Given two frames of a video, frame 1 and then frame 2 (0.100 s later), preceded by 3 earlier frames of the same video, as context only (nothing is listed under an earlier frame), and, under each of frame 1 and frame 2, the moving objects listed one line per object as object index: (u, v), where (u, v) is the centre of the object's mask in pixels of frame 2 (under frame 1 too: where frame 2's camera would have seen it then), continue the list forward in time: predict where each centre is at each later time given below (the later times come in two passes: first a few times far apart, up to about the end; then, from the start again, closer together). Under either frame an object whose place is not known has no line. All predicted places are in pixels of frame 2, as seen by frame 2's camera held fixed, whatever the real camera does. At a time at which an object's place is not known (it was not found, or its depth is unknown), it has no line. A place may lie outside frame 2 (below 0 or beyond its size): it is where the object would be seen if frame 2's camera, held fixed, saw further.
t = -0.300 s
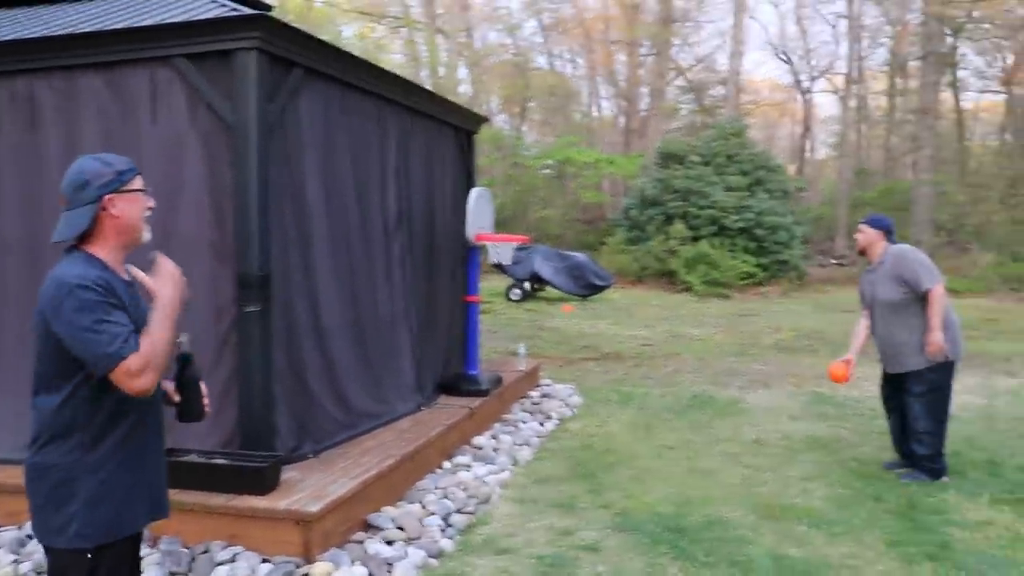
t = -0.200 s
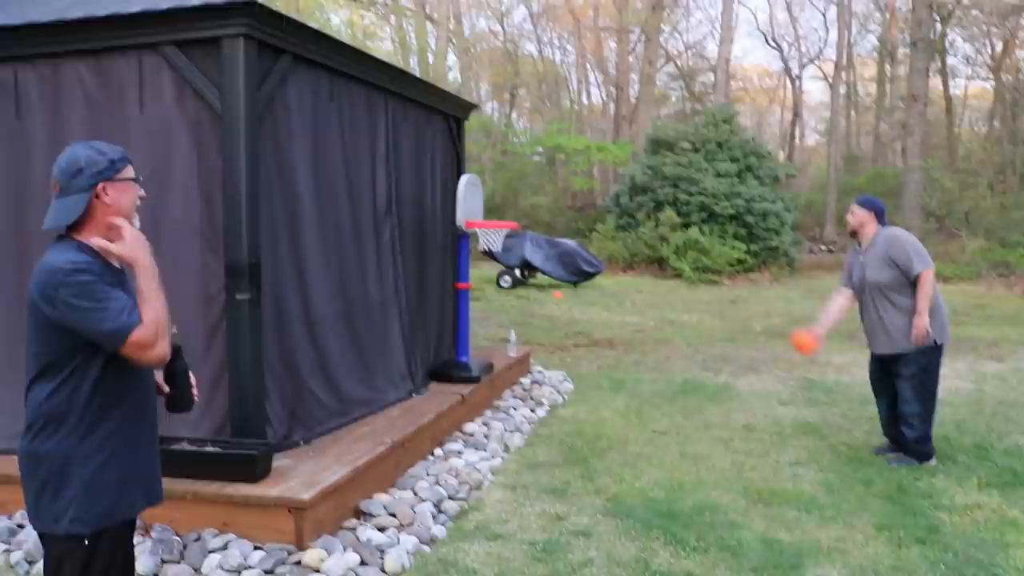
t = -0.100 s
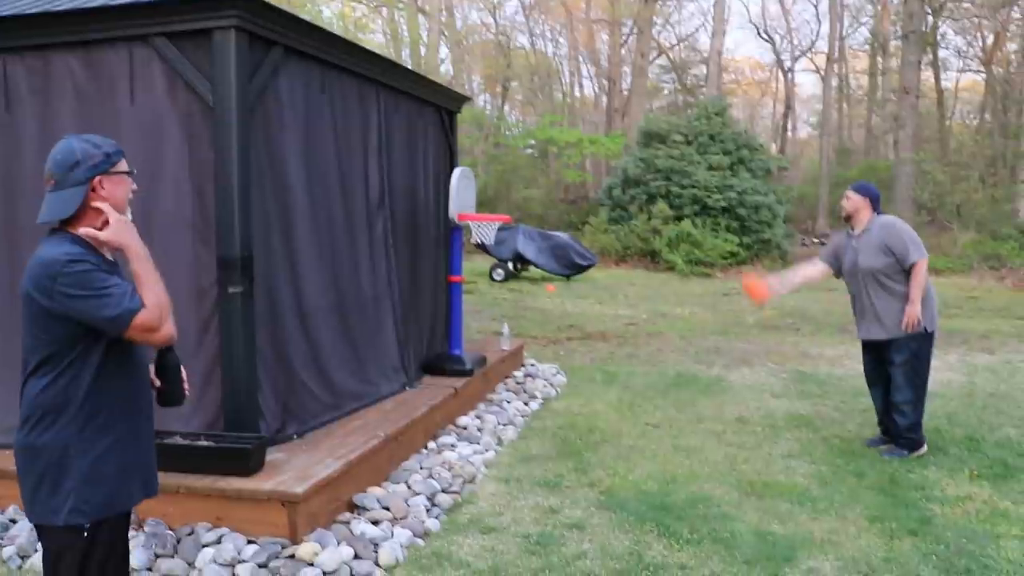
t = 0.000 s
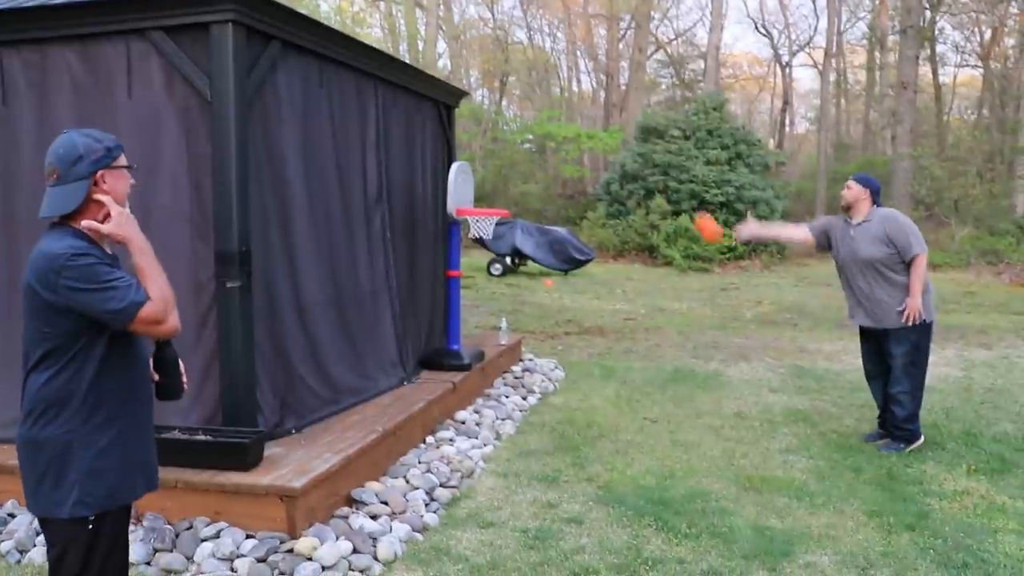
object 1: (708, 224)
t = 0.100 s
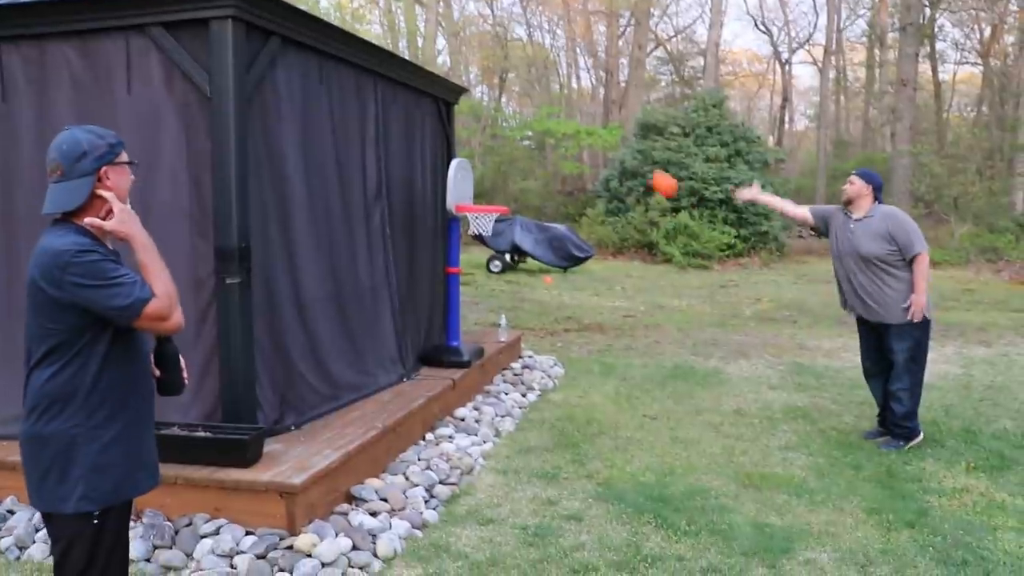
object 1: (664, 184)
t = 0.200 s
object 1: (621, 158)
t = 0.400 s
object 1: (537, 154)
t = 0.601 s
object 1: (467, 193)
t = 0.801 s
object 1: (487, 184)
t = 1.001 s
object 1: (505, 206)
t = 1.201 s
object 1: (522, 266)
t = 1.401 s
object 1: (540, 380)
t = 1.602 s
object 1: (567, 384)
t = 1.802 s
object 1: (596, 388)
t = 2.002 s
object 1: (629, 422)
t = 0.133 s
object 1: (649, 173)
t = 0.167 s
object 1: (635, 165)
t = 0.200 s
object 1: (621, 158)
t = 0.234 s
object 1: (606, 153)
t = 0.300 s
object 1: (577, 149)
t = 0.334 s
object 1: (564, 149)
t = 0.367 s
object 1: (550, 150)
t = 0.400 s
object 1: (537, 154)
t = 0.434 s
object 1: (523, 159)
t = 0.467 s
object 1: (509, 165)
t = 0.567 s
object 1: (470, 193)
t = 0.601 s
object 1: (467, 193)
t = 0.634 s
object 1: (471, 188)
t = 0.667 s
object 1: (475, 185)
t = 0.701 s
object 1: (478, 182)
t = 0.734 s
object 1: (481, 181)
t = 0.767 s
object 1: (484, 182)
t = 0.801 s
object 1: (487, 184)
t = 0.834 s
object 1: (491, 187)
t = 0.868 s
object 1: (494, 192)
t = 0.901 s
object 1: (497, 200)
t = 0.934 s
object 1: (500, 202)
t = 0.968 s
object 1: (502, 203)
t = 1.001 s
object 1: (505, 206)
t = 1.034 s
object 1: (509, 213)
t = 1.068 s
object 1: (511, 221)
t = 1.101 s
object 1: (513, 230)
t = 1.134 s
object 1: (516, 241)
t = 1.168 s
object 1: (519, 253)
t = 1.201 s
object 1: (522, 266)
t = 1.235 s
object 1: (525, 281)
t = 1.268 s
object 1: (527, 298)
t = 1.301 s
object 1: (530, 316)
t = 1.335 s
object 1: (533, 334)
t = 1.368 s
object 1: (536, 356)
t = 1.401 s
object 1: (540, 380)
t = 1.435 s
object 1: (543, 405)
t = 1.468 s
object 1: (546, 410)
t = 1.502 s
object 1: (553, 402)
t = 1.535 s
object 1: (557, 395)
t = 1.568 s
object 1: (562, 388)
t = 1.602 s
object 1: (567, 384)
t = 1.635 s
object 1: (571, 381)
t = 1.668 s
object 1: (577, 380)
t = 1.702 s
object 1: (581, 380)
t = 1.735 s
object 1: (586, 381)
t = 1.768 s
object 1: (592, 384)
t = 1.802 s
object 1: (596, 388)
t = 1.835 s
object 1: (602, 395)
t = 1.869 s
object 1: (608, 402)
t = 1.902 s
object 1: (614, 413)
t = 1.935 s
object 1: (620, 424)
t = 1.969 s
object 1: (625, 426)
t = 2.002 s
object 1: (629, 422)
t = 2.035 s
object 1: (635, 420)
